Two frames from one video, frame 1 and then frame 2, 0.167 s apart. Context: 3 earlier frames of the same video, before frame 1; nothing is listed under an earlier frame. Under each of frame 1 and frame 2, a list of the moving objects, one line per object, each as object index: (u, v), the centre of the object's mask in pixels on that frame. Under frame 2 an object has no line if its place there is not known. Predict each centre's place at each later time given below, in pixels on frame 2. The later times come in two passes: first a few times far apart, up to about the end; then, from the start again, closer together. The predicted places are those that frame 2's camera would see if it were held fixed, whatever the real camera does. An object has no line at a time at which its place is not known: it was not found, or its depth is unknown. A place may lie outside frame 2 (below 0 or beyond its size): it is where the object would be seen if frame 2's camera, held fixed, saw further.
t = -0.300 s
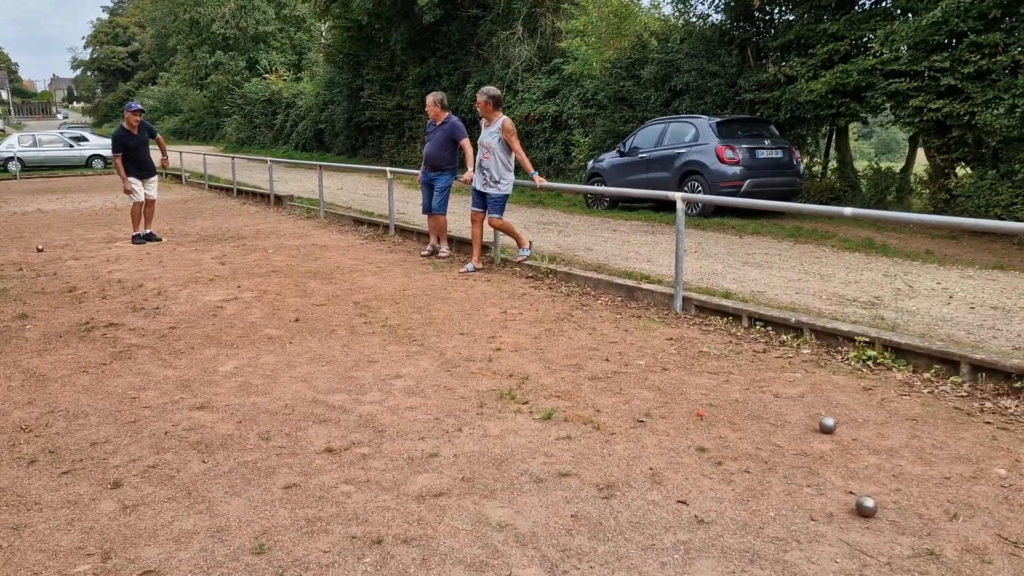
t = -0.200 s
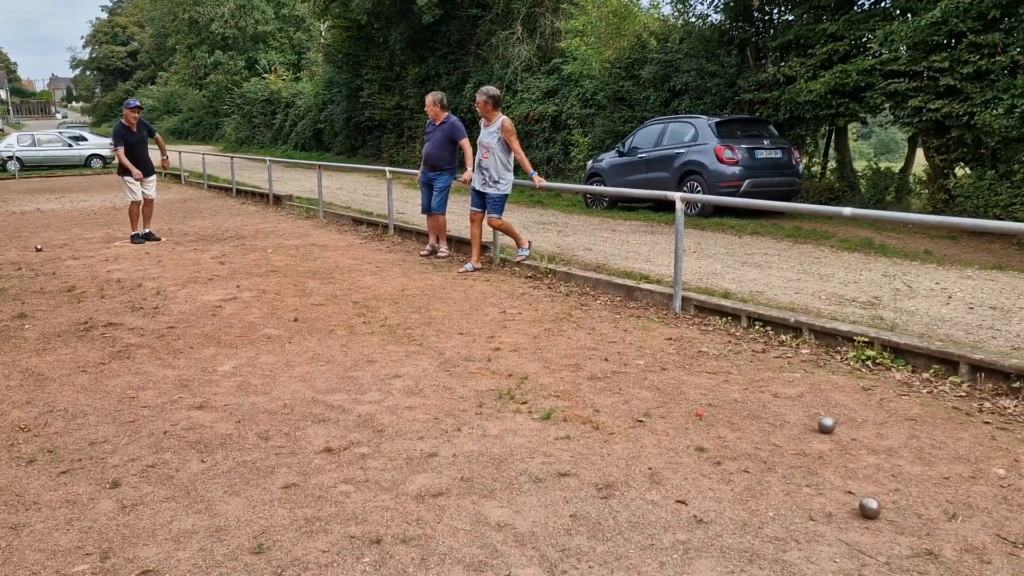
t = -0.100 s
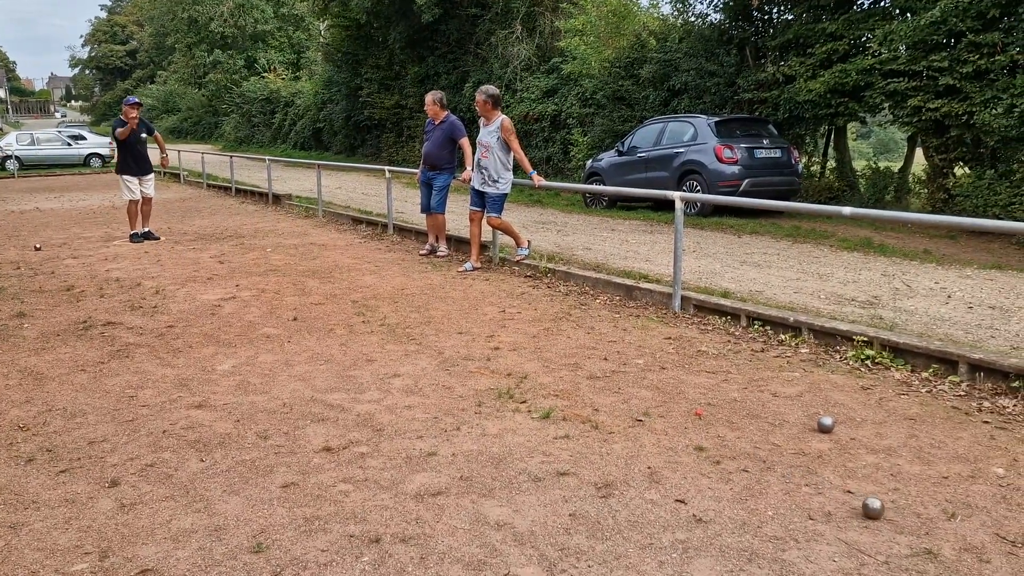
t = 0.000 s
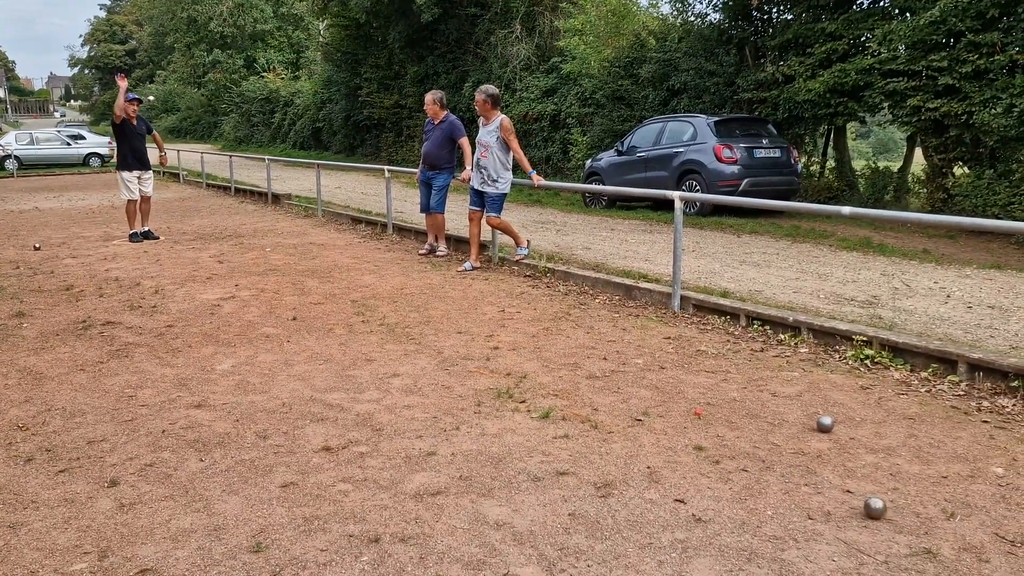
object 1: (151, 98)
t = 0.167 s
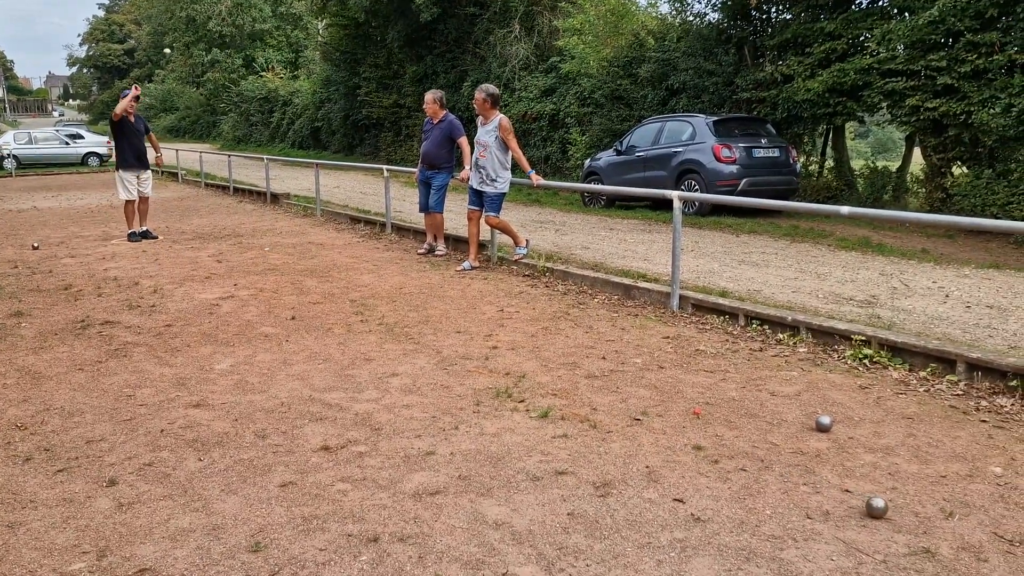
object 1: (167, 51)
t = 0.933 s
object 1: (330, 249)
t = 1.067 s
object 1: (360, 309)
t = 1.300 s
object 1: (391, 323)
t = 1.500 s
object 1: (419, 330)
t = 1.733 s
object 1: (452, 340)
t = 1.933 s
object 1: (481, 347)
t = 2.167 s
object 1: (513, 356)
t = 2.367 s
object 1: (540, 364)
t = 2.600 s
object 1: (573, 372)
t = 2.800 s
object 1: (599, 379)
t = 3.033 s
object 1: (628, 386)
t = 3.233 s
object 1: (652, 392)
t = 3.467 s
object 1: (677, 398)
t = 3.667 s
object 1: (695, 401)
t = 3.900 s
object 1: (715, 404)
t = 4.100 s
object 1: (730, 406)
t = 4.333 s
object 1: (744, 408)
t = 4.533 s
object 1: (749, 408)
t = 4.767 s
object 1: (751, 408)
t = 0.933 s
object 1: (330, 249)
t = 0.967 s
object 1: (342, 279)
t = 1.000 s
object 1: (352, 311)
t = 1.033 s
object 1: (357, 310)
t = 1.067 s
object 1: (360, 309)
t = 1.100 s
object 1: (364, 308)
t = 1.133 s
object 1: (369, 310)
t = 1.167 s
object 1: (373, 313)
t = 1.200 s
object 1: (378, 318)
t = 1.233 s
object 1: (382, 319)
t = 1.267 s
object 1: (386, 320)
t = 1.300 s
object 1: (391, 323)
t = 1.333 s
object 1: (396, 324)
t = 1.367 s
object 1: (400, 325)
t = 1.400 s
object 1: (405, 326)
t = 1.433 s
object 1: (409, 328)
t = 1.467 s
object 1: (414, 329)
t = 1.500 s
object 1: (419, 330)
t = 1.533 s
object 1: (424, 331)
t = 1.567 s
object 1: (428, 333)
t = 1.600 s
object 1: (433, 334)
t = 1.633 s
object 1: (438, 336)
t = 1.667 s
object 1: (443, 336)
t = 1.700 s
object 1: (447, 338)
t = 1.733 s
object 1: (452, 340)
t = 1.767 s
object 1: (457, 341)
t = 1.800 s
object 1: (462, 342)
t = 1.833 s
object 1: (466, 343)
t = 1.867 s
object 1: (471, 344)
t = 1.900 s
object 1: (476, 346)
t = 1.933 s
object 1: (481, 347)
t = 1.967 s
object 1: (485, 348)
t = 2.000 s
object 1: (490, 349)
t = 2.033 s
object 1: (494, 351)
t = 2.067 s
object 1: (499, 352)
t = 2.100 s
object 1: (504, 354)
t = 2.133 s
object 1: (508, 355)
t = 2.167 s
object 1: (513, 356)
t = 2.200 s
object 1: (517, 357)
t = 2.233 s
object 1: (522, 358)
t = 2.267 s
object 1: (527, 360)
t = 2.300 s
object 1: (531, 361)
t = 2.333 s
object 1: (536, 362)
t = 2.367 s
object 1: (540, 364)
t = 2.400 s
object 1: (545, 365)
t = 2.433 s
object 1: (550, 366)
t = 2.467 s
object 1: (554, 367)
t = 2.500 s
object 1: (559, 368)
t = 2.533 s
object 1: (563, 369)
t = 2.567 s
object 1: (568, 371)
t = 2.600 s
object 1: (573, 372)
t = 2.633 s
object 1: (577, 373)
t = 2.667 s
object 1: (581, 374)
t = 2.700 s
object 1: (586, 375)
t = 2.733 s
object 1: (590, 376)
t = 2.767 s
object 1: (595, 378)
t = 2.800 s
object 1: (599, 379)
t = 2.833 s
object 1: (603, 380)
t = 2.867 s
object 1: (608, 381)
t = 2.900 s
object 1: (612, 382)
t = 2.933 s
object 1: (616, 383)
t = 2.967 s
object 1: (620, 384)
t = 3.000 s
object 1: (624, 385)
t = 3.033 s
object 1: (628, 386)
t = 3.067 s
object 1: (632, 387)
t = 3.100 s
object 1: (636, 388)
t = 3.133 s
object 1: (640, 389)
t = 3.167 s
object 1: (645, 390)
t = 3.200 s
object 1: (648, 391)
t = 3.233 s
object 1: (652, 392)
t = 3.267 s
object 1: (655, 393)
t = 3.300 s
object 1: (659, 393)
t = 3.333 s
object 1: (663, 394)
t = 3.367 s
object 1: (666, 395)
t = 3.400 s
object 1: (670, 396)
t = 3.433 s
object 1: (673, 397)
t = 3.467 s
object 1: (677, 398)
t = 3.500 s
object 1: (680, 398)
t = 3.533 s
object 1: (683, 399)
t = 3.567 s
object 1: (686, 400)
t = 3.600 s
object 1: (690, 400)
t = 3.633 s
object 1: (692, 400)
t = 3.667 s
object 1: (695, 401)
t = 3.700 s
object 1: (698, 401)
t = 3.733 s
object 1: (701, 401)
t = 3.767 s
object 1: (704, 402)
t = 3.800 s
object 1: (707, 403)
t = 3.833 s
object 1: (710, 403)
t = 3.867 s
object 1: (712, 404)
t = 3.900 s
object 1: (715, 404)
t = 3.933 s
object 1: (718, 404)
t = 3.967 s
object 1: (720, 405)
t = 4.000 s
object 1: (723, 405)
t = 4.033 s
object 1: (726, 405)
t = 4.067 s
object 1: (728, 406)
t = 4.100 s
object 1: (730, 406)
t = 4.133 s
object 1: (732, 407)
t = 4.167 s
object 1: (735, 407)
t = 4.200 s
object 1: (737, 407)
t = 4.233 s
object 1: (738, 408)
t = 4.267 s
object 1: (741, 408)
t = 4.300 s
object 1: (742, 408)
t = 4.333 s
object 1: (744, 408)
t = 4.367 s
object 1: (745, 408)
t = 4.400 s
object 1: (746, 408)
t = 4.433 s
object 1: (747, 408)
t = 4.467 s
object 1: (747, 408)
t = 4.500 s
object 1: (748, 408)
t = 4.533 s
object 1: (749, 408)
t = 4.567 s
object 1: (749, 408)
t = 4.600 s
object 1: (750, 408)
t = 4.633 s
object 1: (750, 408)
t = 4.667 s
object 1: (751, 408)
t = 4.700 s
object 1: (751, 408)
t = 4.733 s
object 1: (751, 408)
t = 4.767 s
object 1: (751, 408)
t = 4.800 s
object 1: (751, 408)
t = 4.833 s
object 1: (751, 408)
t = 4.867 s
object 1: (751, 408)
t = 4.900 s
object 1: (751, 408)
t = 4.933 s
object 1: (751, 408)
